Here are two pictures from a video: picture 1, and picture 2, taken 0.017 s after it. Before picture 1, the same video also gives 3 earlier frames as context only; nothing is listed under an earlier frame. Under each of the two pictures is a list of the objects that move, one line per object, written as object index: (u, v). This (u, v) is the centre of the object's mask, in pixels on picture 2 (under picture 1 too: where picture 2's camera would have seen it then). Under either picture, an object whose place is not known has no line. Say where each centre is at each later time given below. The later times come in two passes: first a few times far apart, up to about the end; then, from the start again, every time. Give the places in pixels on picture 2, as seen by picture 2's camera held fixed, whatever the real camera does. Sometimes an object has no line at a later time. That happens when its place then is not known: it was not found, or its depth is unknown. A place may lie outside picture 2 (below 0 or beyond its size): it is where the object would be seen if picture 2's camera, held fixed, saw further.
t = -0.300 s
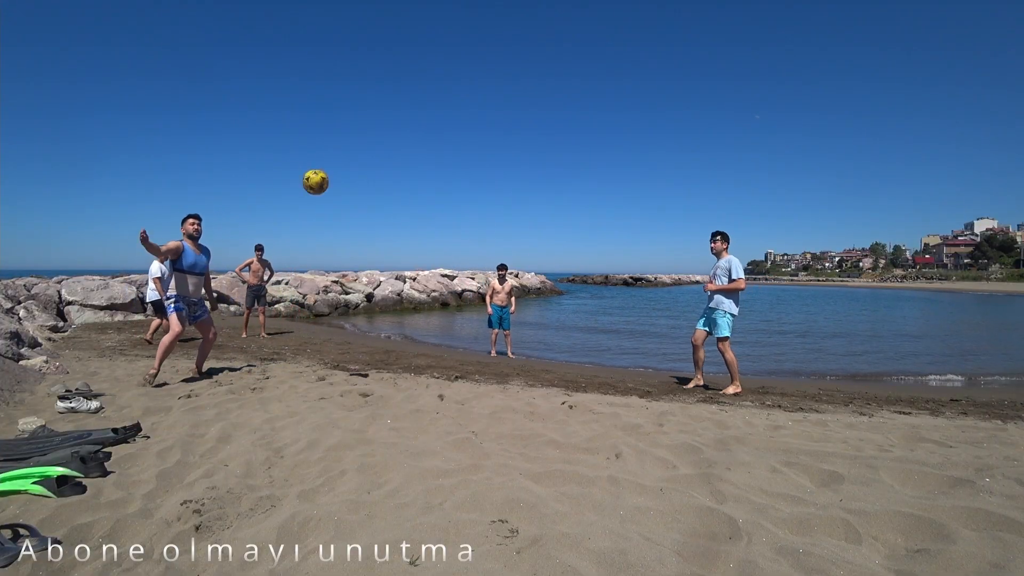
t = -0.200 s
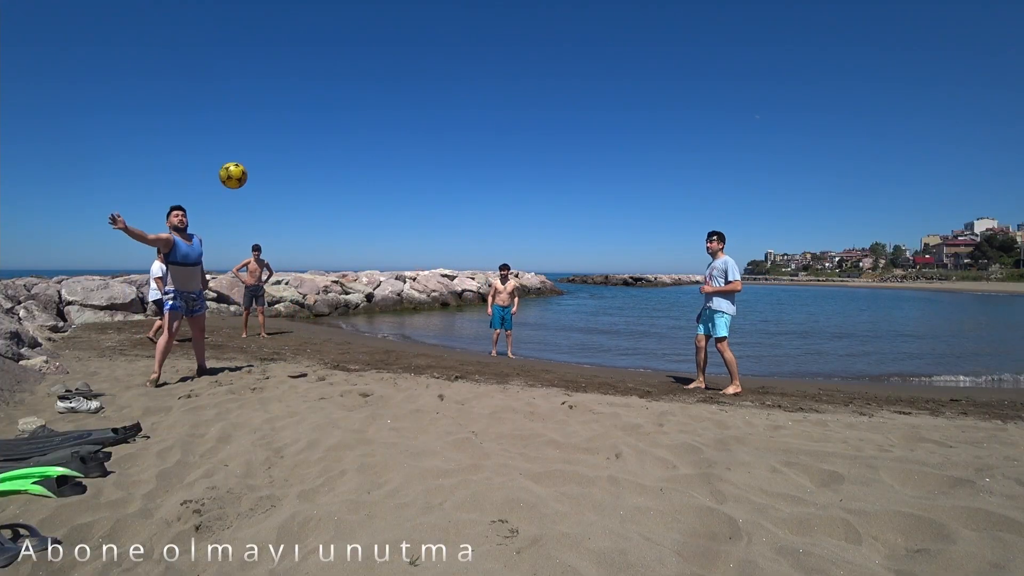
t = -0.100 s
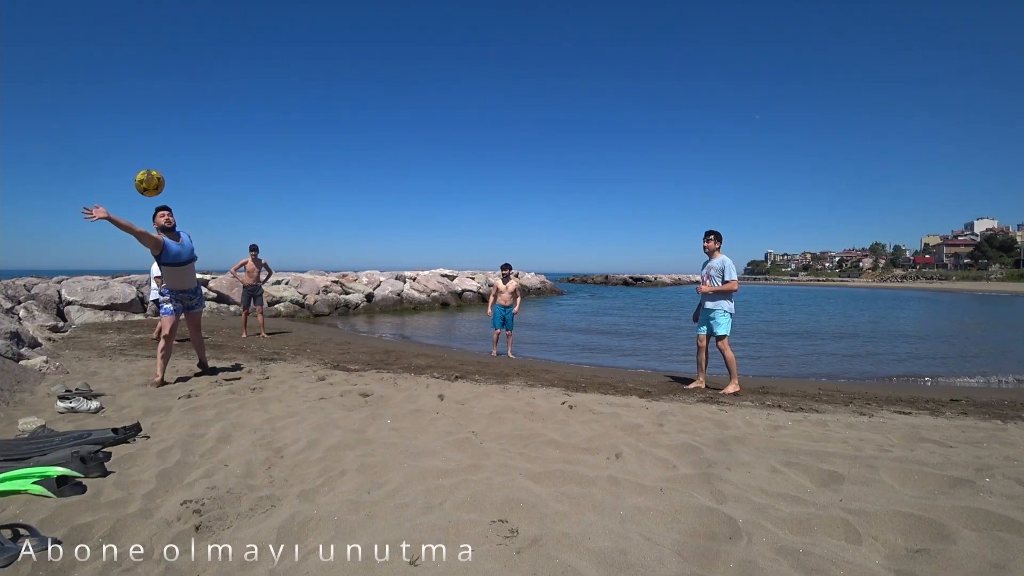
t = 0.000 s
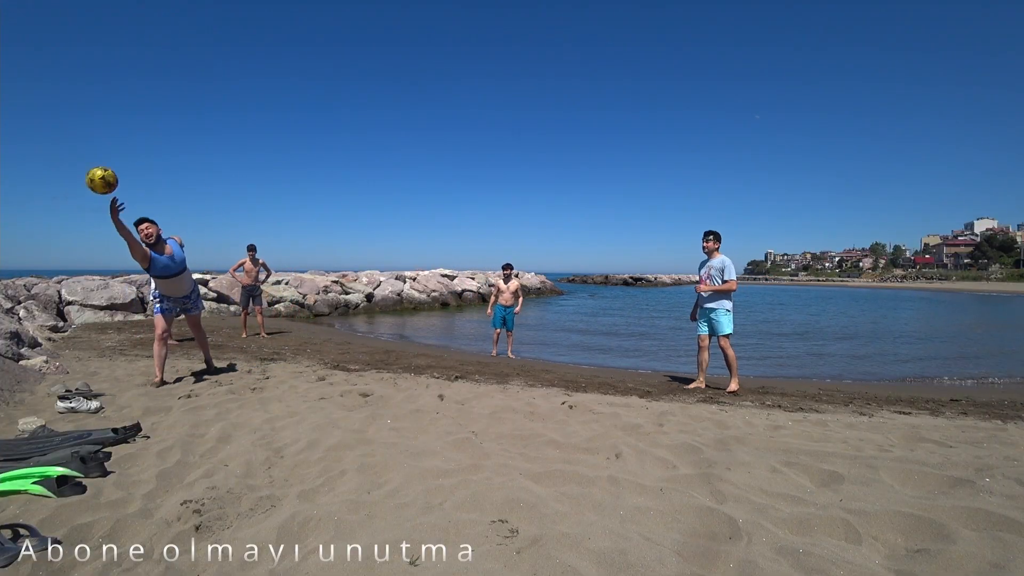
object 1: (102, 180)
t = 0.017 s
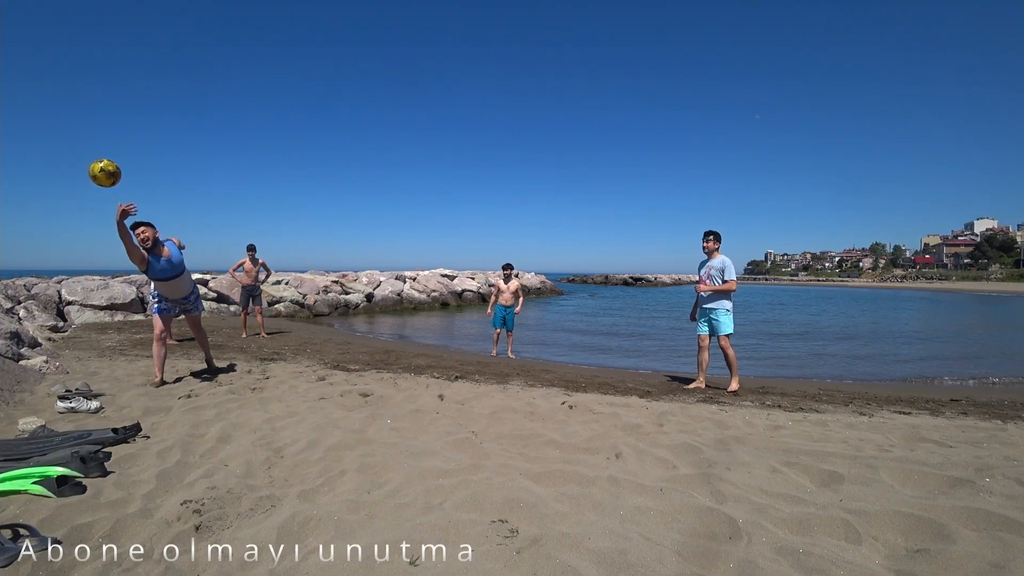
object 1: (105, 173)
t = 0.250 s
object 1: (150, 97)
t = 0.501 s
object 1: (209, 88)
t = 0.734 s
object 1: (295, 211)
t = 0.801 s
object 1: (333, 290)
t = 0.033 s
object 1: (108, 166)
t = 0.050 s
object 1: (111, 159)
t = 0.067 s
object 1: (114, 152)
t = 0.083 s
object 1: (117, 146)
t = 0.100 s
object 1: (120, 139)
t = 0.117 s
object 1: (123, 134)
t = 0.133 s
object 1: (126, 128)
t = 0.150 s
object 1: (129, 123)
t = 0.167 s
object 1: (133, 118)
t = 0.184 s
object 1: (136, 114)
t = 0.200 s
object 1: (140, 109)
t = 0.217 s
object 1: (143, 105)
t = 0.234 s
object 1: (147, 101)
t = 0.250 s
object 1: (150, 97)
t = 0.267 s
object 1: (154, 93)
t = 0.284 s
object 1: (157, 90)
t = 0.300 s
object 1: (160, 87)
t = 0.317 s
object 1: (164, 85)
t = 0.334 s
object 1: (167, 84)
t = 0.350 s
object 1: (171, 82)
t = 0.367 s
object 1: (175, 81)
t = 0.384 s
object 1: (179, 81)
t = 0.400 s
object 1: (184, 80)
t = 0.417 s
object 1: (188, 80)
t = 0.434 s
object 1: (192, 81)
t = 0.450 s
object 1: (196, 82)
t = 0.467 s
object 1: (200, 83)
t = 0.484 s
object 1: (205, 85)
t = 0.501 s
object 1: (209, 88)
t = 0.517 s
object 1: (214, 91)
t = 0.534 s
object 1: (218, 95)
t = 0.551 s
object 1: (223, 100)
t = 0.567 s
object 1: (228, 106)
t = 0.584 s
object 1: (234, 112)
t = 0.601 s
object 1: (240, 119)
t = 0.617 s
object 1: (246, 127)
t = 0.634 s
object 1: (252, 135)
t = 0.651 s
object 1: (259, 145)
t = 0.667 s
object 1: (265, 156)
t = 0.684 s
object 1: (272, 167)
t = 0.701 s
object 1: (279, 180)
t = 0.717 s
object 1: (287, 195)
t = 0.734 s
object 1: (295, 211)
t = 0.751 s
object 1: (303, 229)
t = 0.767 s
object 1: (313, 248)
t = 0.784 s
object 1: (323, 268)
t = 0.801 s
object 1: (333, 290)
